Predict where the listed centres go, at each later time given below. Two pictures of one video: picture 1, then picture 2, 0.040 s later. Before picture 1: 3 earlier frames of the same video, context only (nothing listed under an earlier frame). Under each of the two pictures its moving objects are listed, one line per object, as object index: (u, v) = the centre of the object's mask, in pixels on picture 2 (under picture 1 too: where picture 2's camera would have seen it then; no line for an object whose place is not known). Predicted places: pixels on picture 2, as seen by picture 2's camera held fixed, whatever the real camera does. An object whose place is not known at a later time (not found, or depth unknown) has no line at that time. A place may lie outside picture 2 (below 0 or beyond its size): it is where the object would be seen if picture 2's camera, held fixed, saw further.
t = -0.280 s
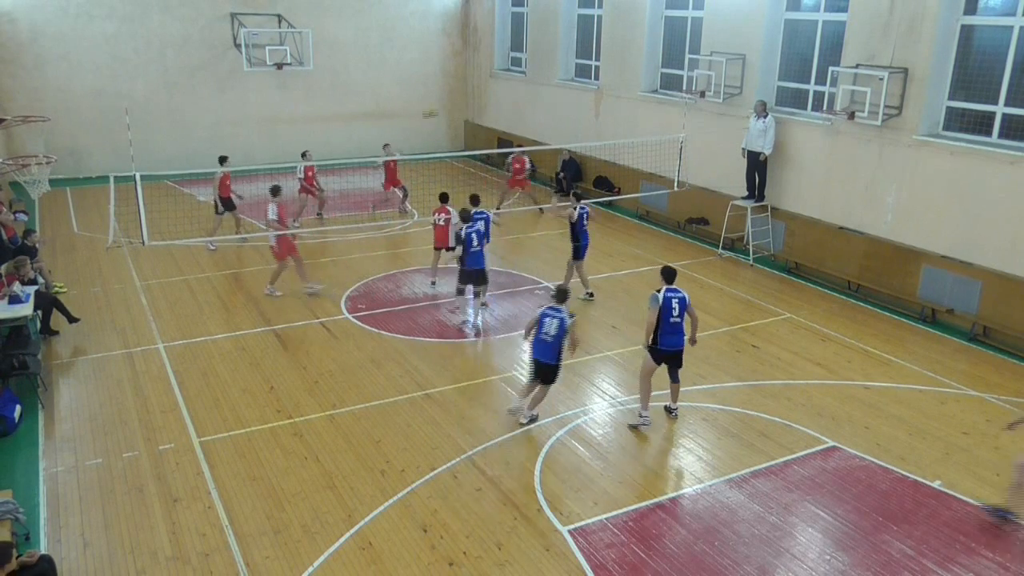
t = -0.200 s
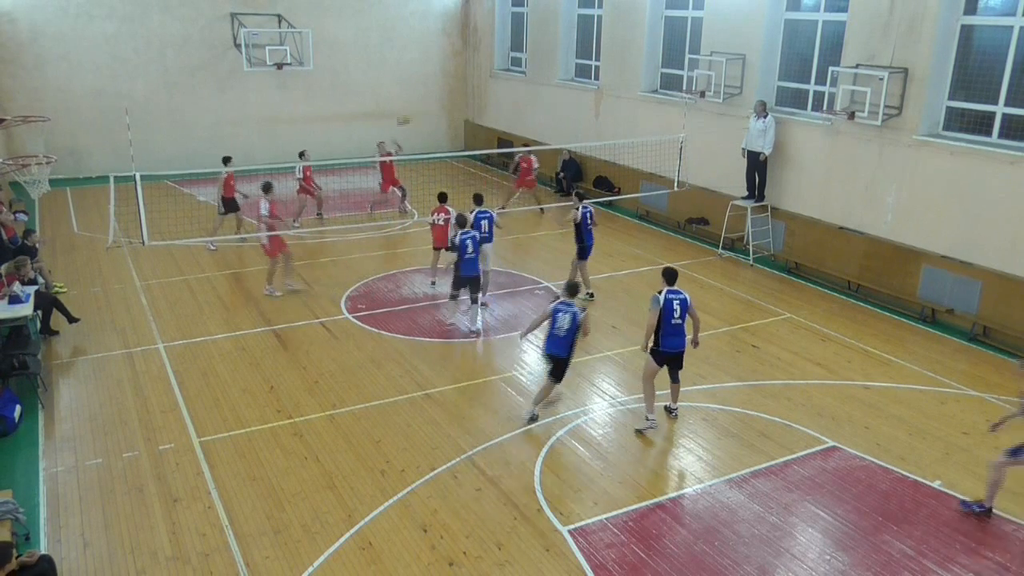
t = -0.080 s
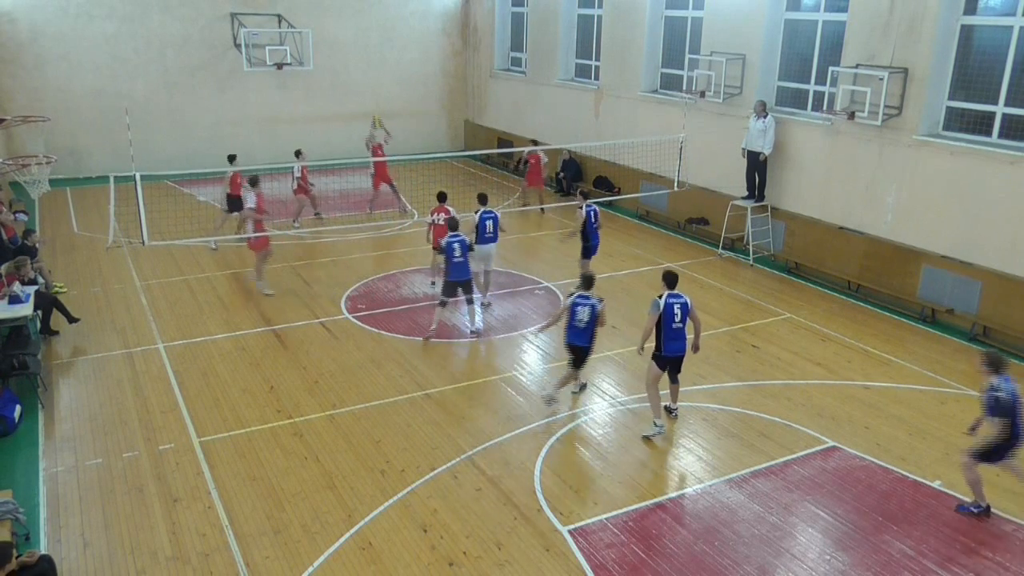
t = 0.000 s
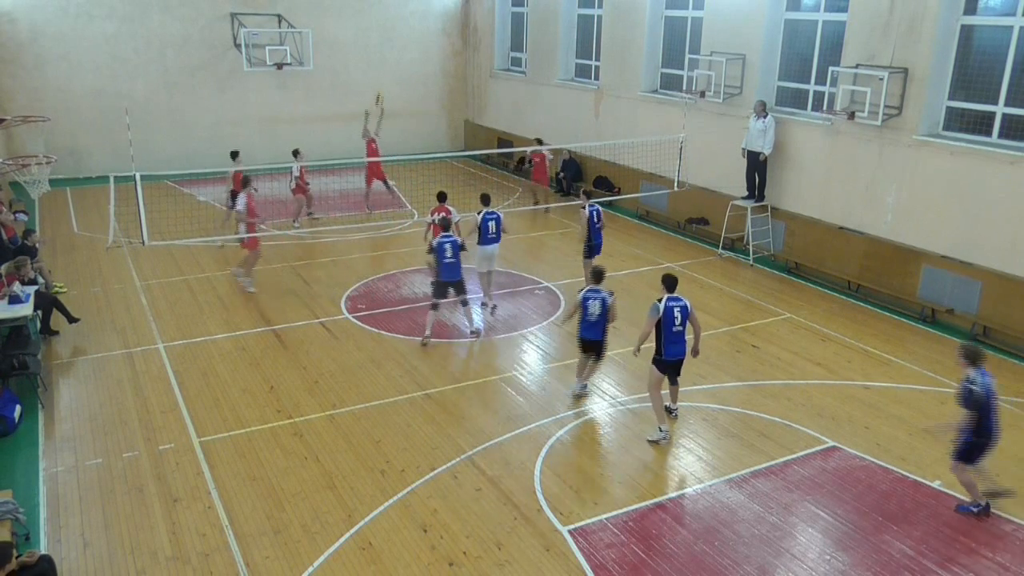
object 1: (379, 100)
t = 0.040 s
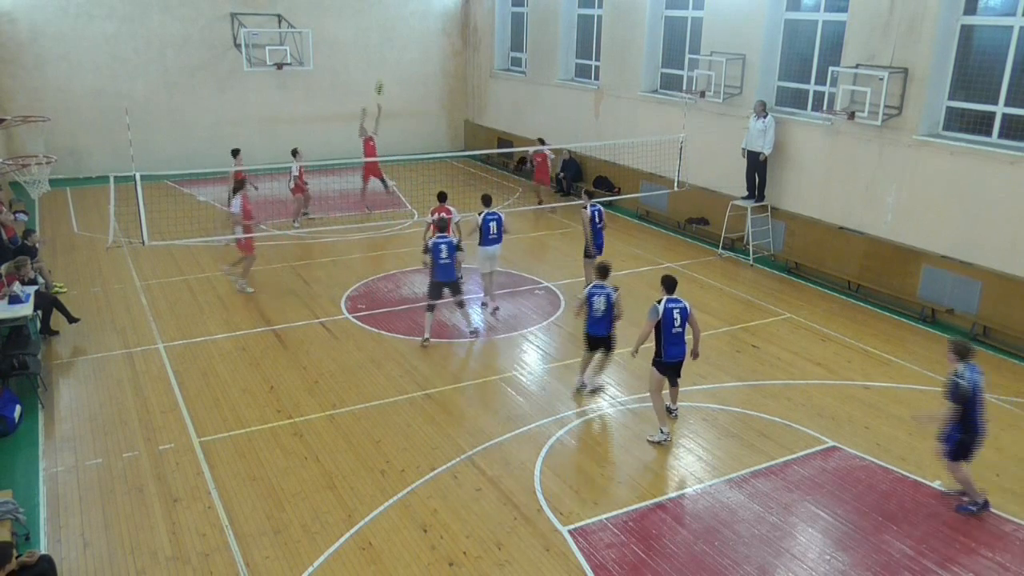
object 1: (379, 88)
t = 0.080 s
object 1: (380, 78)
